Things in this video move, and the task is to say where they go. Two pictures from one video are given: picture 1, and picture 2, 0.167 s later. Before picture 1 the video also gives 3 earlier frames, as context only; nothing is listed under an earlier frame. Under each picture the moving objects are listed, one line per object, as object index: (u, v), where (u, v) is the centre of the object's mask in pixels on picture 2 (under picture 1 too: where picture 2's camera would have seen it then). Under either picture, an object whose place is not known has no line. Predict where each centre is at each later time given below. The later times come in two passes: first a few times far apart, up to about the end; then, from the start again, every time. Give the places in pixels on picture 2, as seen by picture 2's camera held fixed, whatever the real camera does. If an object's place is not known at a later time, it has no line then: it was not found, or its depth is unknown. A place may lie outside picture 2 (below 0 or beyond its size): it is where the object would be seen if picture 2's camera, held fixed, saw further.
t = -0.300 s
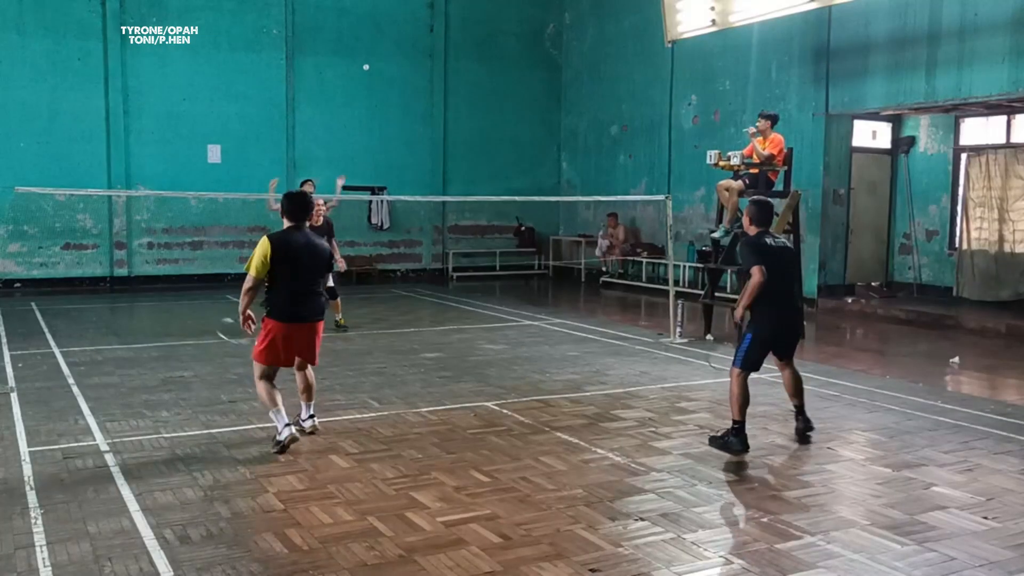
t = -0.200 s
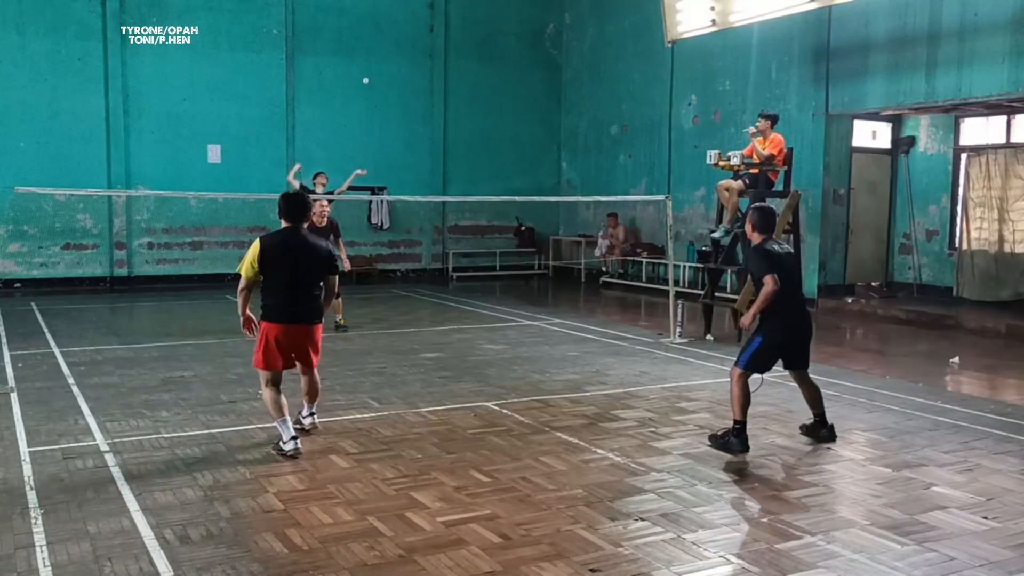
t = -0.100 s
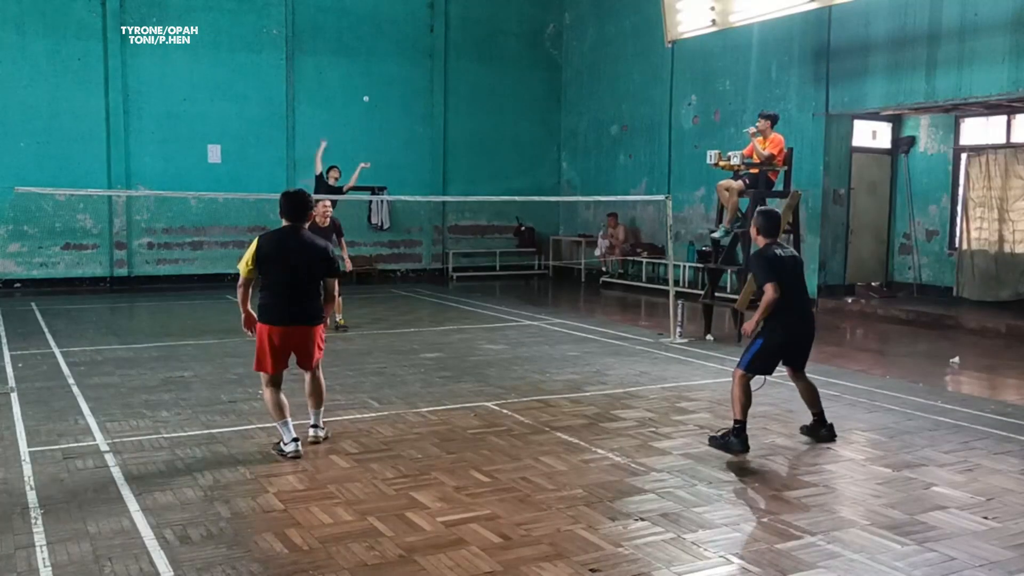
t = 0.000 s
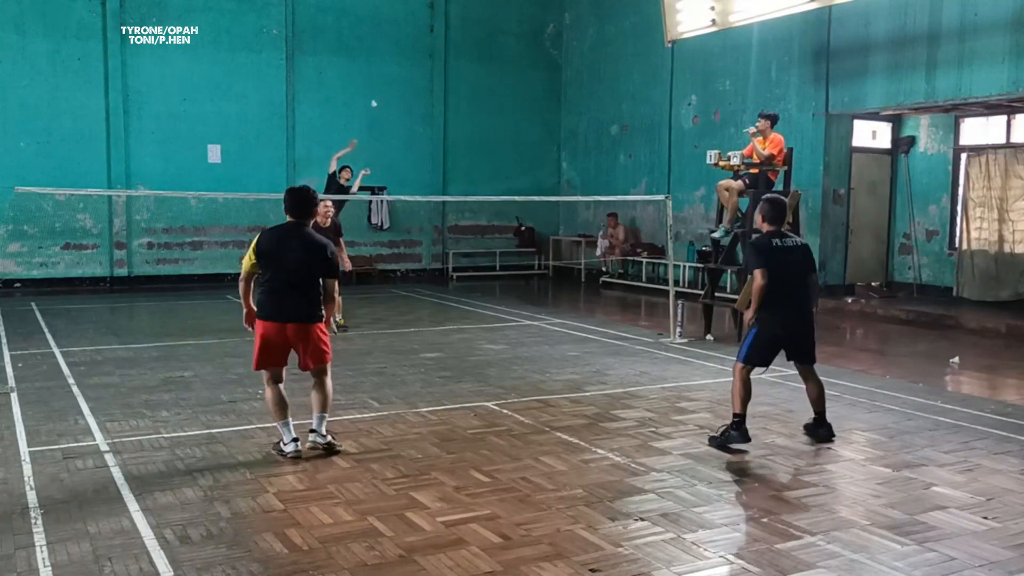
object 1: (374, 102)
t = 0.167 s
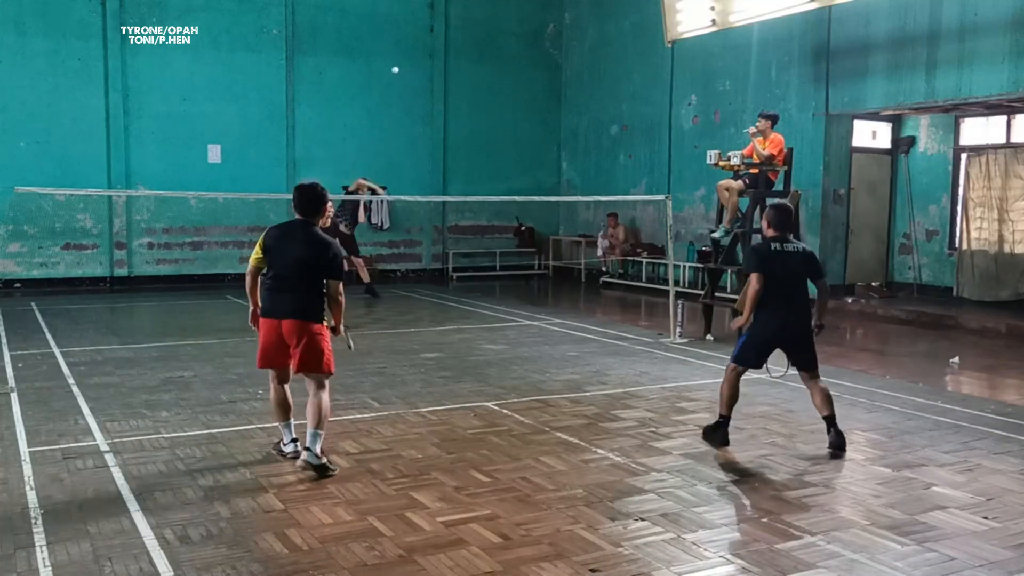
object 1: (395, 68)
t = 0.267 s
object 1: (408, 64)
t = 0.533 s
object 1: (444, 98)
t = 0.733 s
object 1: (468, 169)
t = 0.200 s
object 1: (400, 66)
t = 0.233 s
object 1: (404, 65)
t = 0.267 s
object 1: (408, 64)
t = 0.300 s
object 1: (413, 64)
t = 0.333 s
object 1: (418, 65)
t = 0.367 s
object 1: (423, 68)
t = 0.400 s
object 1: (427, 71)
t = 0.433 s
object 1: (431, 76)
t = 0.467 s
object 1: (436, 83)
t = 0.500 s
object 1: (440, 89)
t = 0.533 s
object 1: (444, 98)
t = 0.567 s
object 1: (448, 107)
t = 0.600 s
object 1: (452, 117)
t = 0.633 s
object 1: (456, 128)
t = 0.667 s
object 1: (460, 140)
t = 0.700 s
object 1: (464, 154)
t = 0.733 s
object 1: (468, 169)
